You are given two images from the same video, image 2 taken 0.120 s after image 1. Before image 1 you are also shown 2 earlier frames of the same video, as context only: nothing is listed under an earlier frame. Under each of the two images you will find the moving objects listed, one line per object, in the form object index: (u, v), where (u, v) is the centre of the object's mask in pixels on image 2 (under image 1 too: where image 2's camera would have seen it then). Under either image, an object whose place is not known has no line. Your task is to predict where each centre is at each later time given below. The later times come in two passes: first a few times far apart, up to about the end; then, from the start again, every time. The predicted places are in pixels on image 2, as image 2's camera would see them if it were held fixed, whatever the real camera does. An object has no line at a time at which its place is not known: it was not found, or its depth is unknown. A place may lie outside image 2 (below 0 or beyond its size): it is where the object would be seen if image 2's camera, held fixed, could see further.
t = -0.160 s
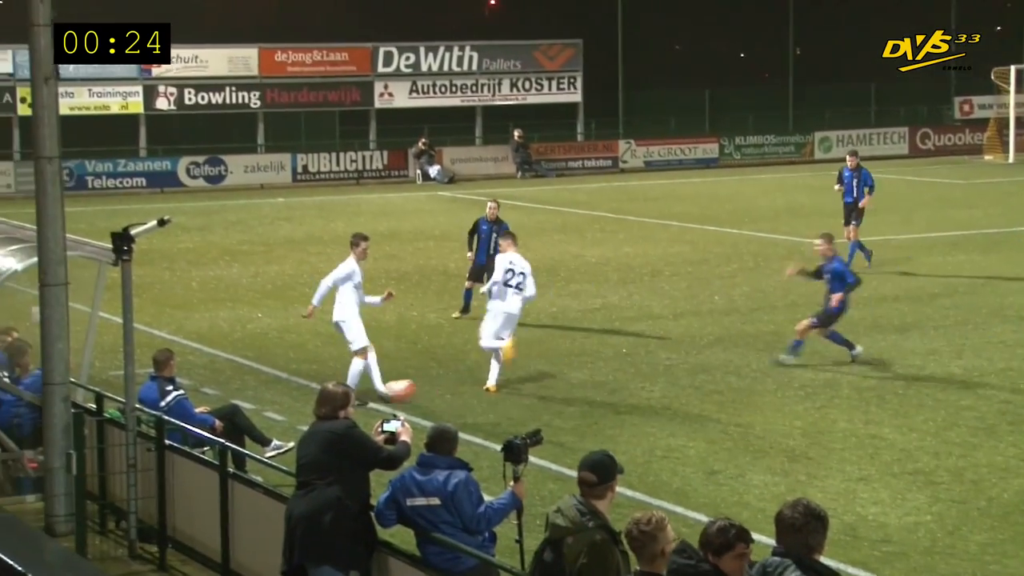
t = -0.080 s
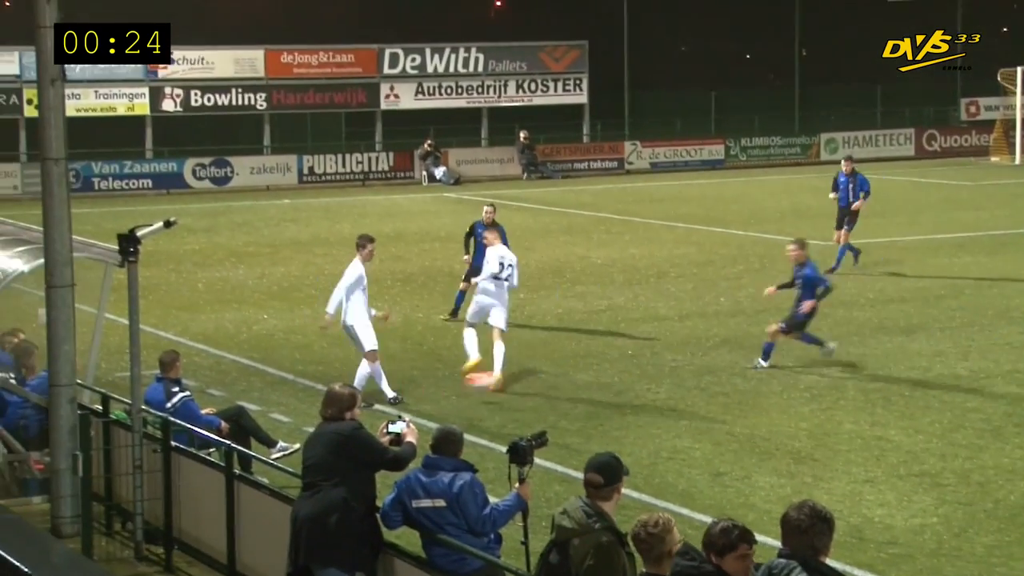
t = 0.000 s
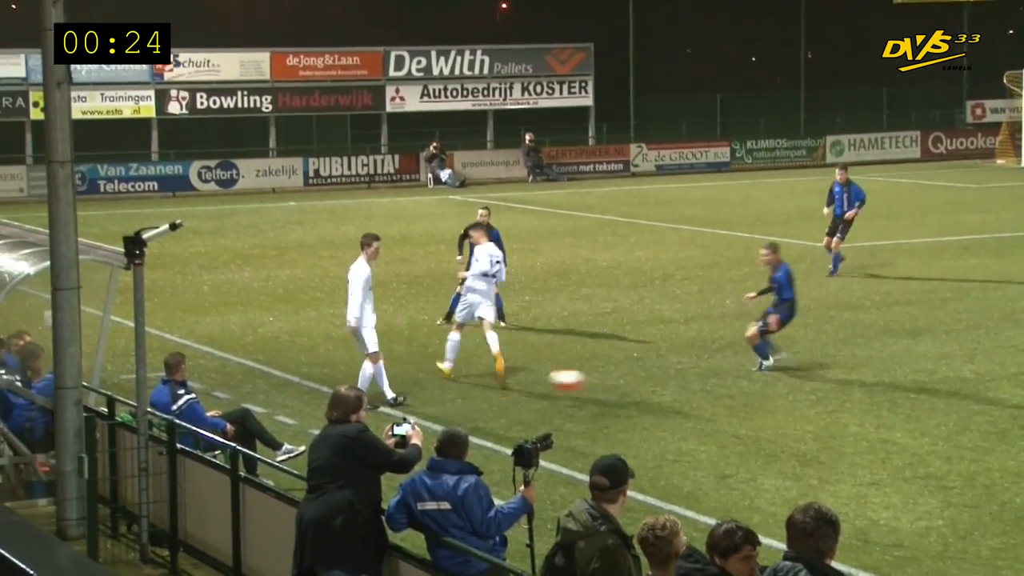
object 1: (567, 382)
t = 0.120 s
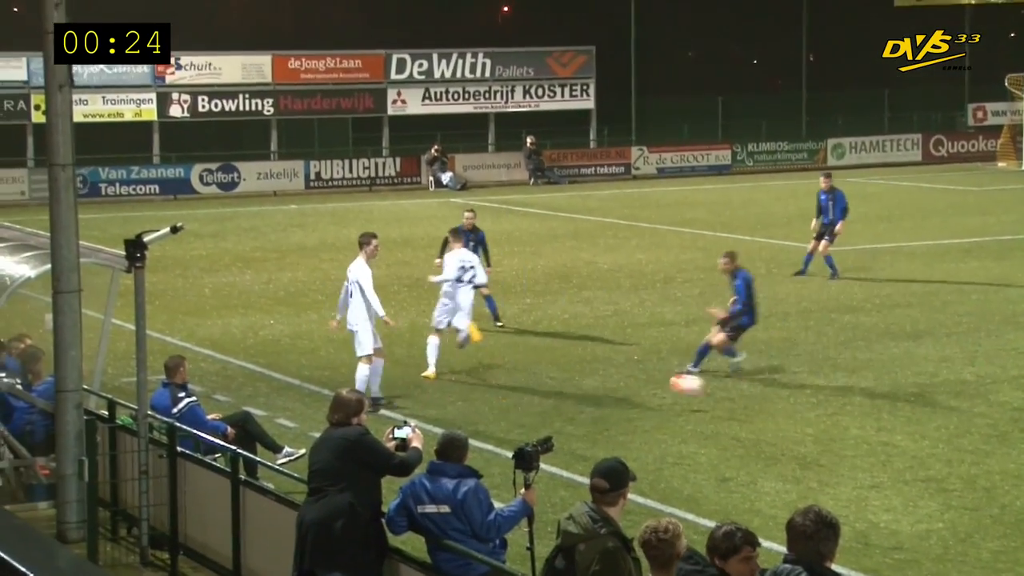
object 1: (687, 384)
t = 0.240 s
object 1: (808, 399)
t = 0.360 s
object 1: (918, 394)
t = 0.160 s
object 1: (727, 388)
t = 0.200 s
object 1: (768, 393)
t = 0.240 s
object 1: (808, 399)
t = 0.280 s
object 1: (848, 404)
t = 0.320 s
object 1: (883, 399)
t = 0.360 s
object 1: (918, 394)
